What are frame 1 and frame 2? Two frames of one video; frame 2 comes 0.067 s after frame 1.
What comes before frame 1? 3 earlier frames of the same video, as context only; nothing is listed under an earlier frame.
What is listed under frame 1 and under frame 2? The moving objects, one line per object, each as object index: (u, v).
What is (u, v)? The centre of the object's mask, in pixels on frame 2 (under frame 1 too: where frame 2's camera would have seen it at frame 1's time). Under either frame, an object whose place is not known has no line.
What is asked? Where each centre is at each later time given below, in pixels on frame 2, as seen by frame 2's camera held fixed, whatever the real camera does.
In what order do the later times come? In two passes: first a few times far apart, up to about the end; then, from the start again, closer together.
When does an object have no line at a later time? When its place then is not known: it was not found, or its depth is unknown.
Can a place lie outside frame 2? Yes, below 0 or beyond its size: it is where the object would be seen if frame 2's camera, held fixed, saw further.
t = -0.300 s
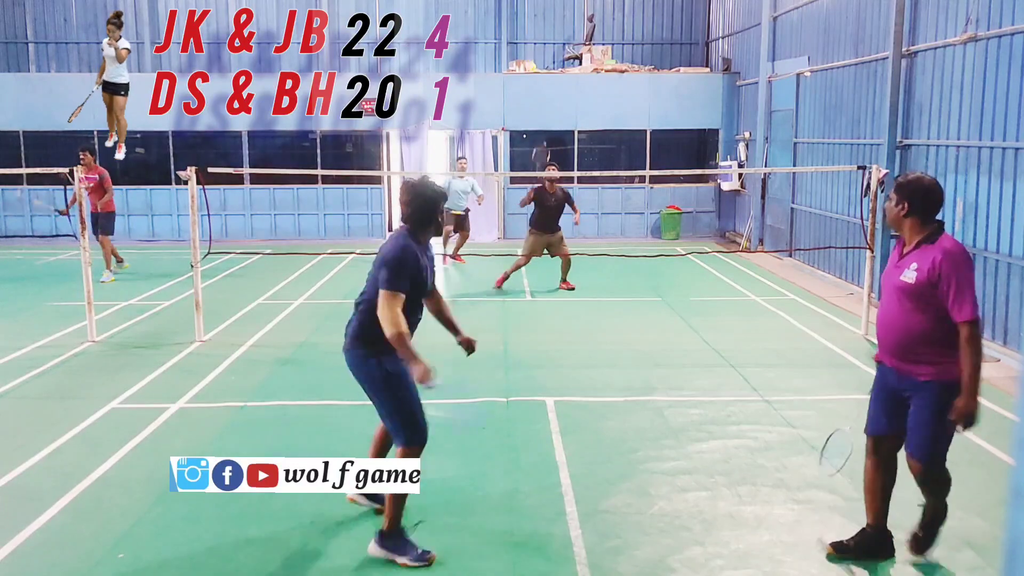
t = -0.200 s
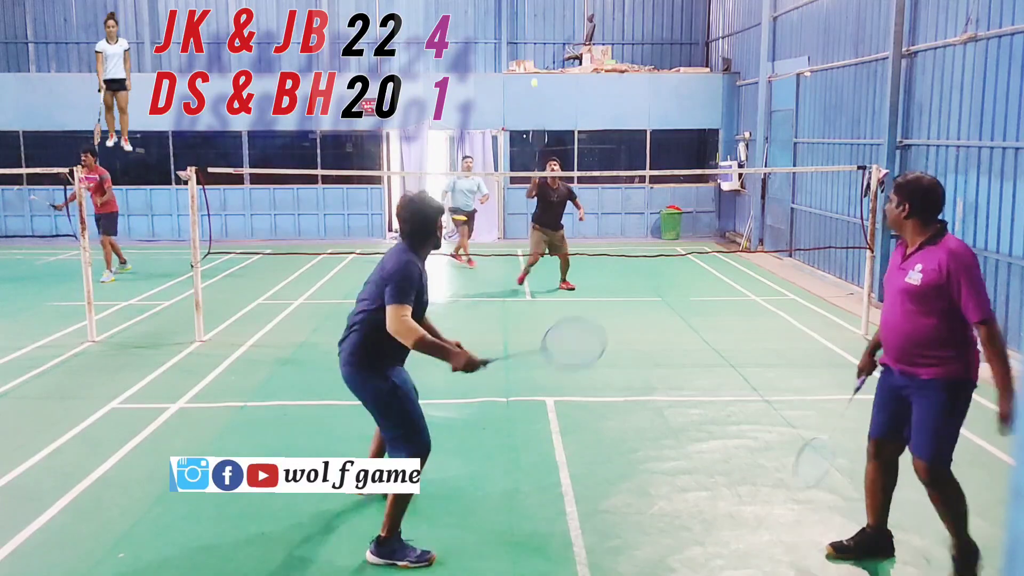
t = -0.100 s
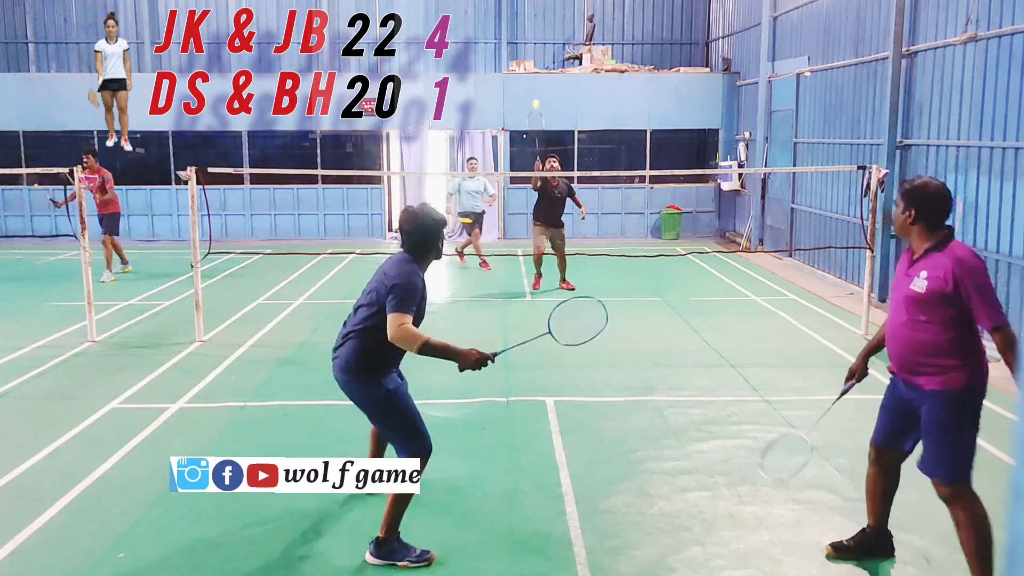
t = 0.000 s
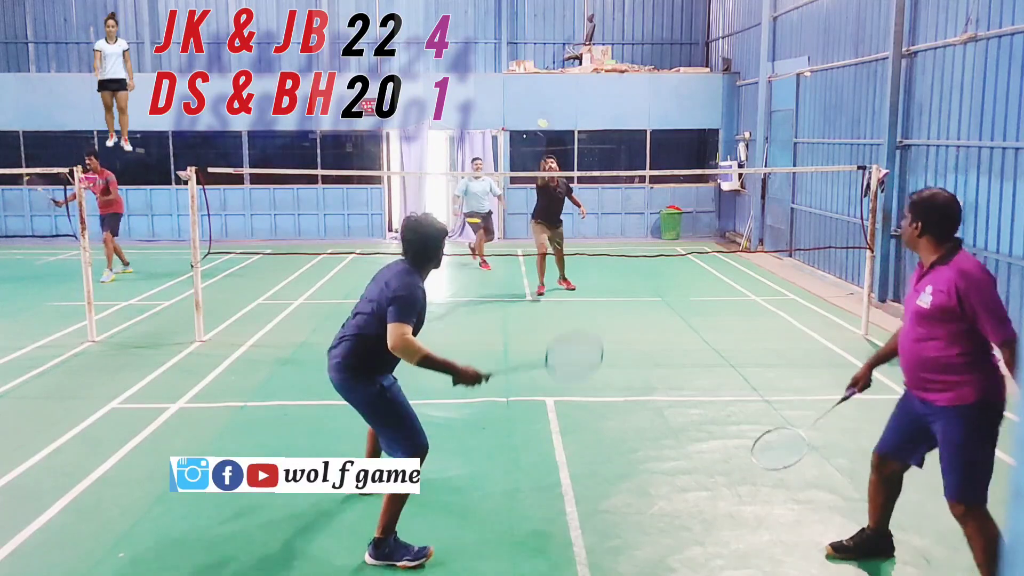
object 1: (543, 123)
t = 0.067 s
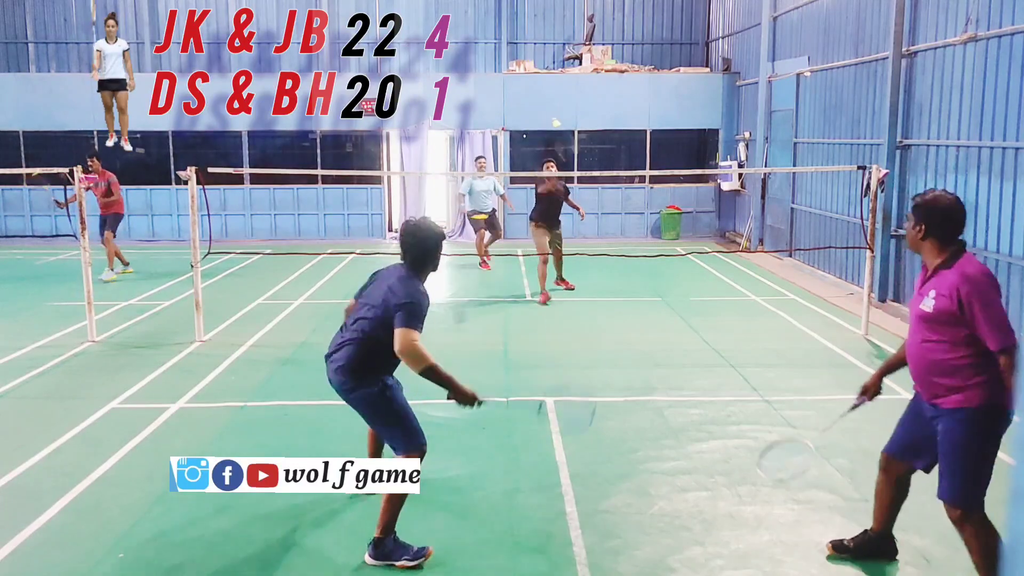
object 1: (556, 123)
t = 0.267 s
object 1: (585, 146)
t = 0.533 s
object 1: (628, 257)
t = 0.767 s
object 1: (660, 395)
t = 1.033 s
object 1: (668, 402)
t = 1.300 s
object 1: (667, 403)
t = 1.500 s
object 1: (667, 403)
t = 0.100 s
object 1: (561, 124)
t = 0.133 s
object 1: (565, 124)
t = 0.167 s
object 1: (570, 126)
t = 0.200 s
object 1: (575, 131)
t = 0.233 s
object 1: (580, 139)
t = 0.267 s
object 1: (585, 146)
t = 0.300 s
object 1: (592, 158)
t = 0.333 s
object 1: (597, 166)
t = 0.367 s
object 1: (603, 179)
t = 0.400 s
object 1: (608, 191)
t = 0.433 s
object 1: (613, 205)
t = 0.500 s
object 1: (623, 237)
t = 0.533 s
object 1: (628, 257)
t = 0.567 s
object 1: (633, 275)
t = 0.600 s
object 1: (637, 294)
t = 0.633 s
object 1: (643, 317)
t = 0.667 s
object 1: (646, 339)
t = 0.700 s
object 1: (652, 363)
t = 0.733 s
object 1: (655, 386)
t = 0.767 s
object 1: (660, 395)
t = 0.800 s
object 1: (663, 394)
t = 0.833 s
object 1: (666, 396)
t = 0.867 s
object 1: (667, 400)
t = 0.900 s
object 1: (668, 400)
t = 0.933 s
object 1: (669, 399)
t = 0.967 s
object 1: (669, 400)
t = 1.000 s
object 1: (669, 402)
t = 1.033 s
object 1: (668, 402)
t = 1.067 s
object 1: (668, 402)
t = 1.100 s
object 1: (668, 402)
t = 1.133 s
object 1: (668, 403)
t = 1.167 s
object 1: (668, 403)
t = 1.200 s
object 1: (668, 403)
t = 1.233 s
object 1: (668, 403)
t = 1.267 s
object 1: (667, 403)
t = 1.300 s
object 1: (667, 403)
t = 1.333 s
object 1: (667, 403)
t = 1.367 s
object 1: (667, 403)
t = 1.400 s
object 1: (667, 403)
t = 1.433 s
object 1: (667, 403)
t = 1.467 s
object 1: (667, 403)
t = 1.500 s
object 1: (667, 403)
